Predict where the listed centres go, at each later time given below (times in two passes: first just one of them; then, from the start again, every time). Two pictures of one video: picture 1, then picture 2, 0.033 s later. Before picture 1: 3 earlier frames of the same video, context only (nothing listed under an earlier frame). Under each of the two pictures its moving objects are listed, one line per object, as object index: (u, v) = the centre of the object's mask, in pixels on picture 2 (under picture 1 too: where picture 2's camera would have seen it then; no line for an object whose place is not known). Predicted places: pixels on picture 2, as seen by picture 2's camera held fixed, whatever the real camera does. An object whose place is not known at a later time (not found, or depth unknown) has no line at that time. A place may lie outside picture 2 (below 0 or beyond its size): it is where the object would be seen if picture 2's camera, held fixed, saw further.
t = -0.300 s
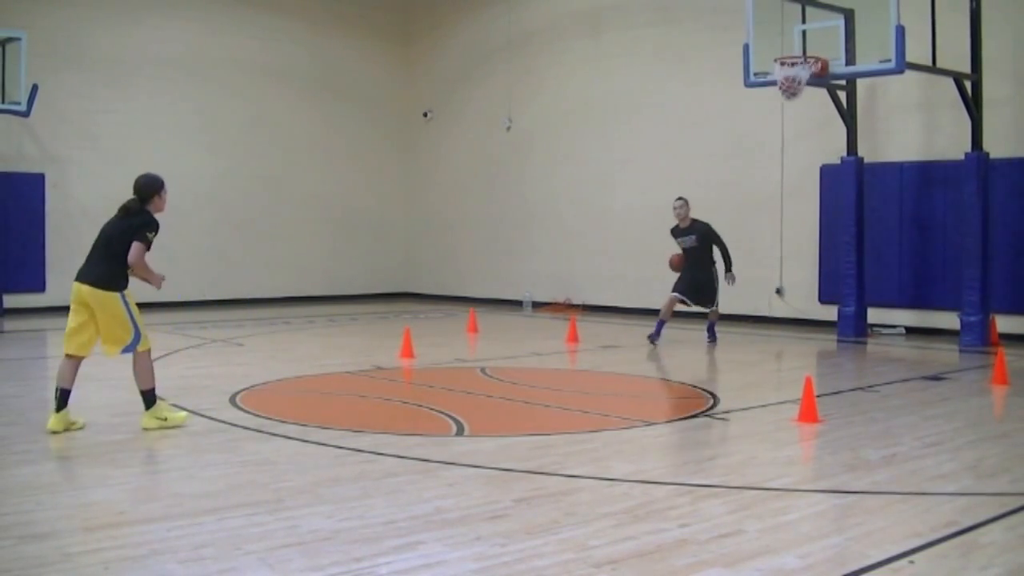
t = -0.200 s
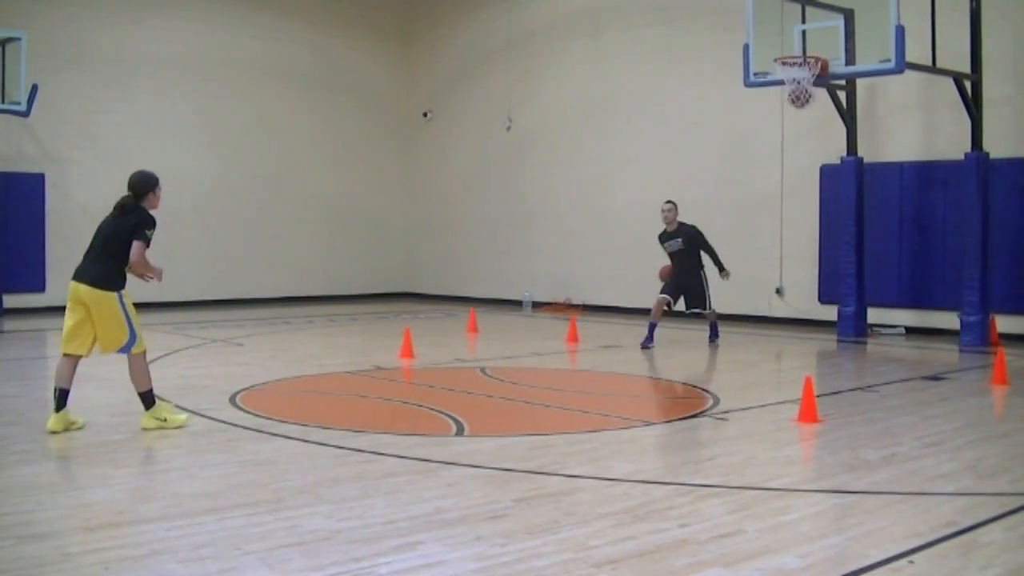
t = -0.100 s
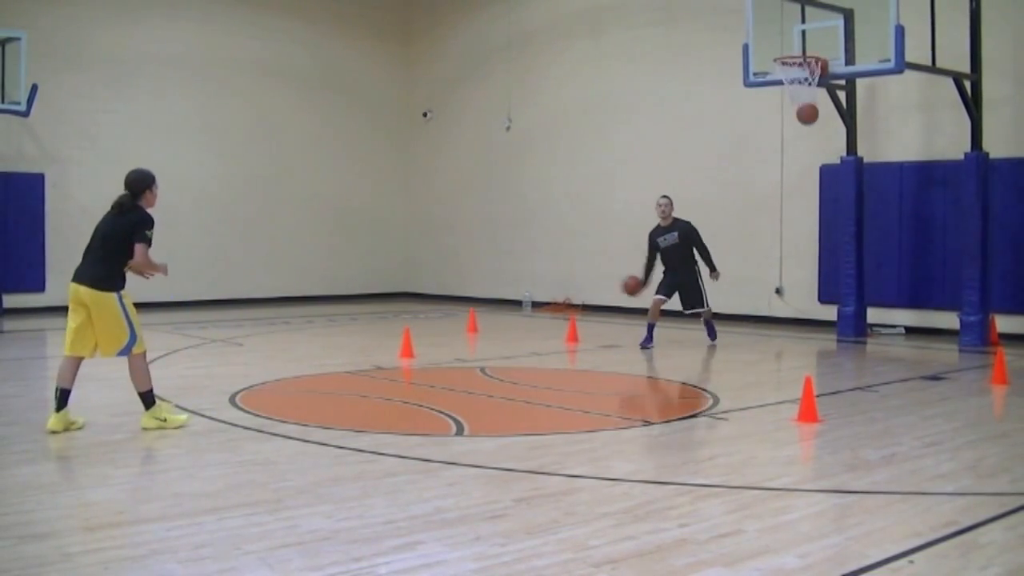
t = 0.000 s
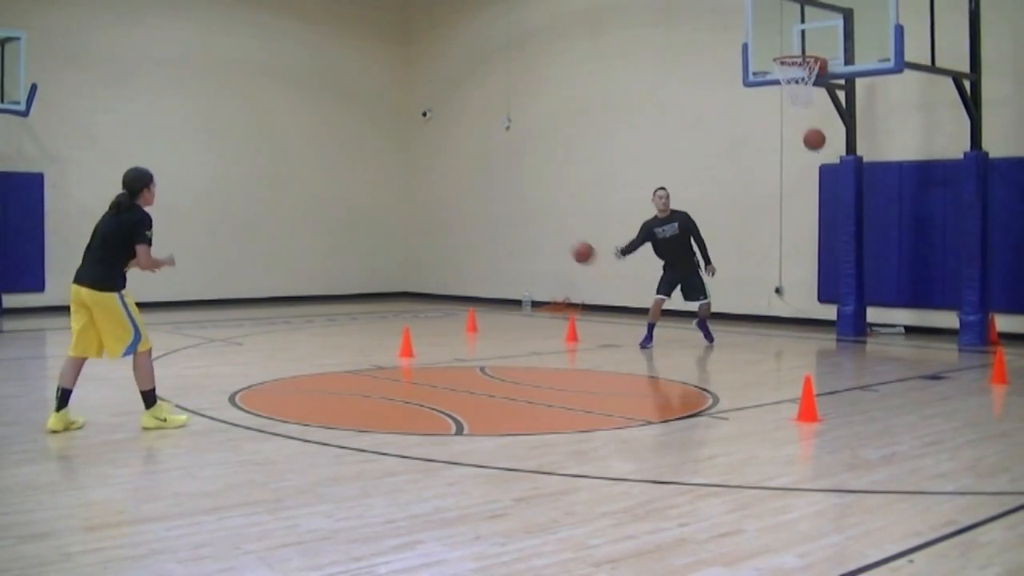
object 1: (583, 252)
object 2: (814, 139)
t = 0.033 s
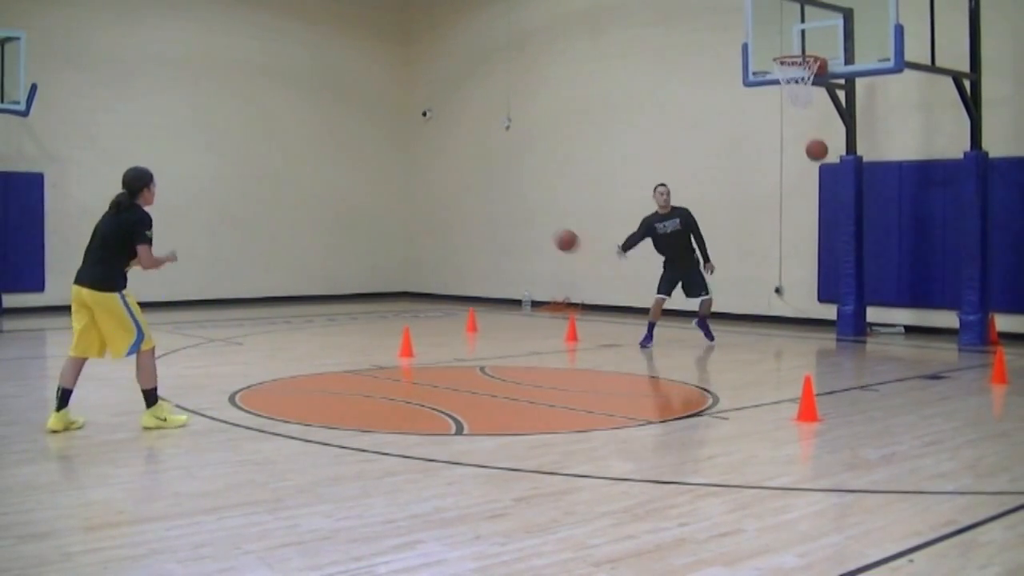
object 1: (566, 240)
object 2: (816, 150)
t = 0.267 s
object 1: (422, 181)
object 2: (833, 253)
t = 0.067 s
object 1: (549, 229)
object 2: (819, 161)
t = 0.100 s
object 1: (531, 219)
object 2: (821, 175)
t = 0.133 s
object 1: (511, 210)
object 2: (824, 188)
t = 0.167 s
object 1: (491, 201)
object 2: (826, 203)
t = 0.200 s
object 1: (470, 193)
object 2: (828, 219)
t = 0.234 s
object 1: (447, 187)
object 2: (830, 236)
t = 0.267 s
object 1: (422, 181)
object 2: (833, 253)
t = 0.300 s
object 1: (398, 177)
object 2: (834, 272)
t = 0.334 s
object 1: (372, 174)
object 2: (836, 292)
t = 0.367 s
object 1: (343, 172)
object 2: (839, 312)
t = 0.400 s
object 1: (314, 171)
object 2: (840, 334)
